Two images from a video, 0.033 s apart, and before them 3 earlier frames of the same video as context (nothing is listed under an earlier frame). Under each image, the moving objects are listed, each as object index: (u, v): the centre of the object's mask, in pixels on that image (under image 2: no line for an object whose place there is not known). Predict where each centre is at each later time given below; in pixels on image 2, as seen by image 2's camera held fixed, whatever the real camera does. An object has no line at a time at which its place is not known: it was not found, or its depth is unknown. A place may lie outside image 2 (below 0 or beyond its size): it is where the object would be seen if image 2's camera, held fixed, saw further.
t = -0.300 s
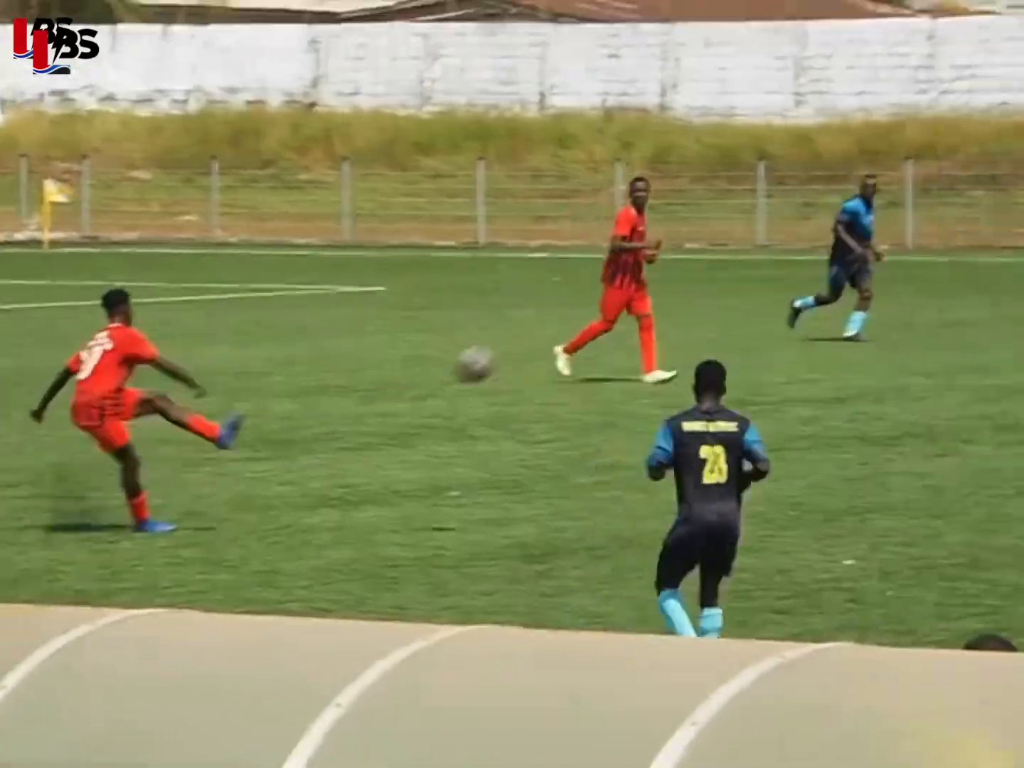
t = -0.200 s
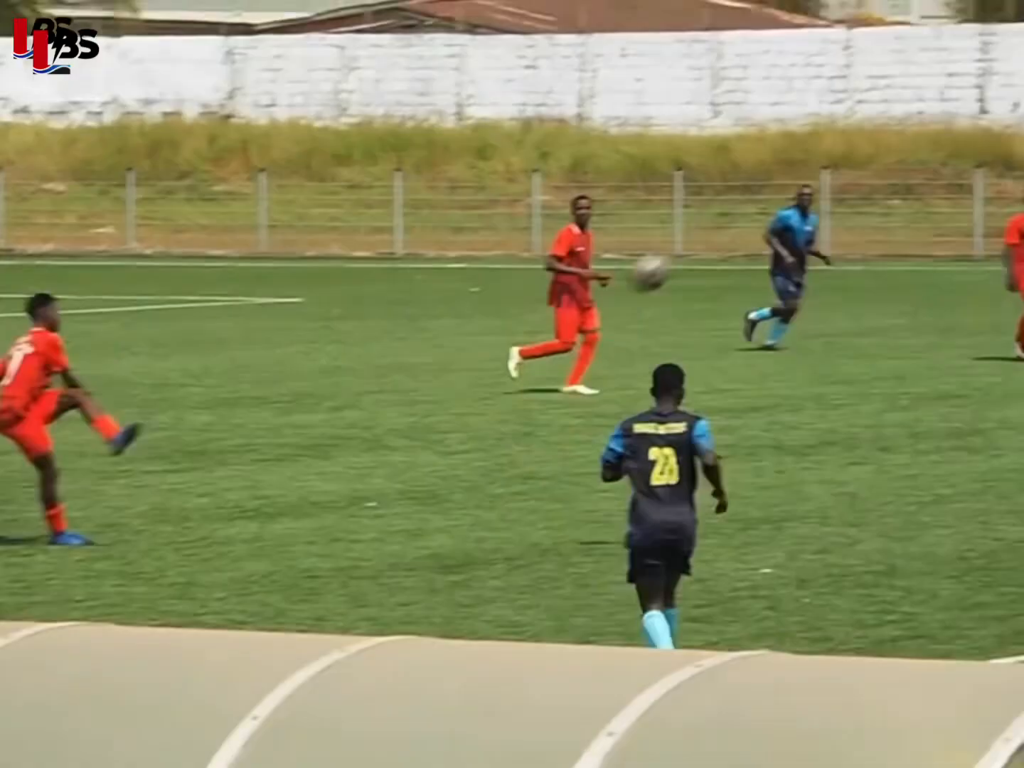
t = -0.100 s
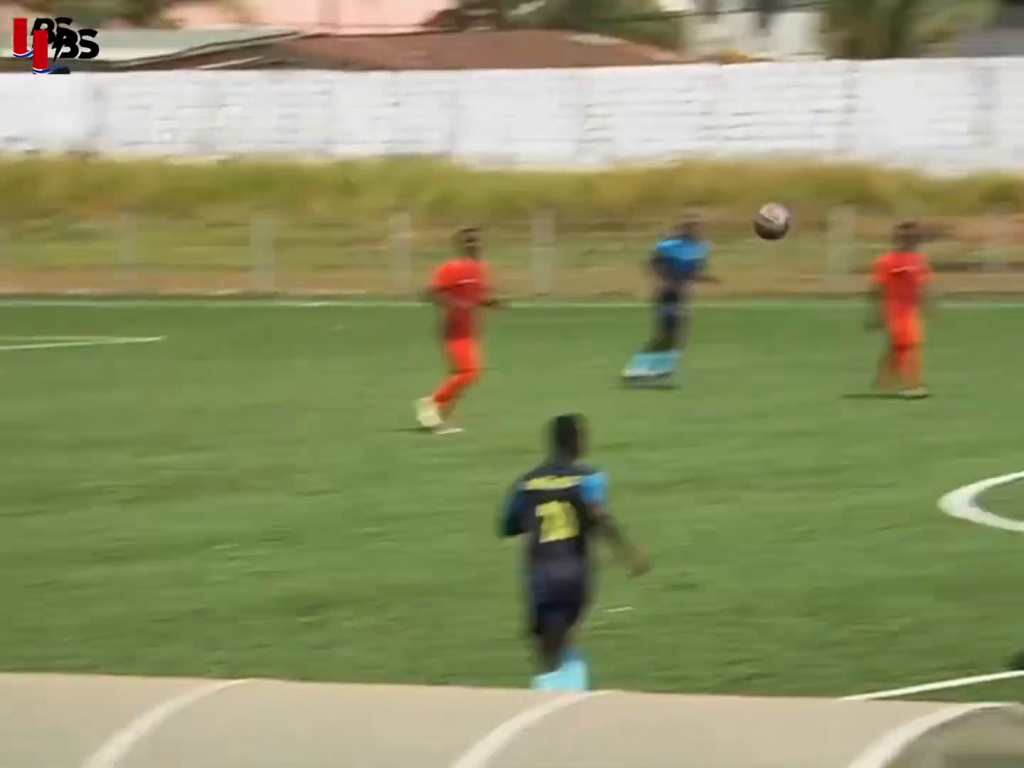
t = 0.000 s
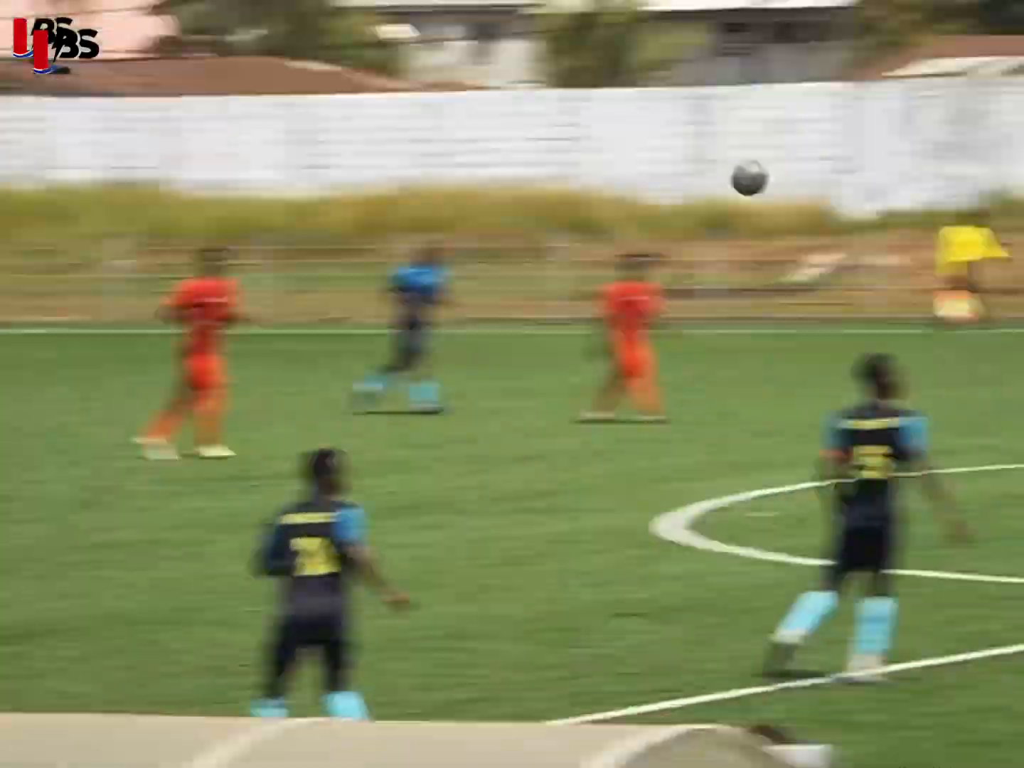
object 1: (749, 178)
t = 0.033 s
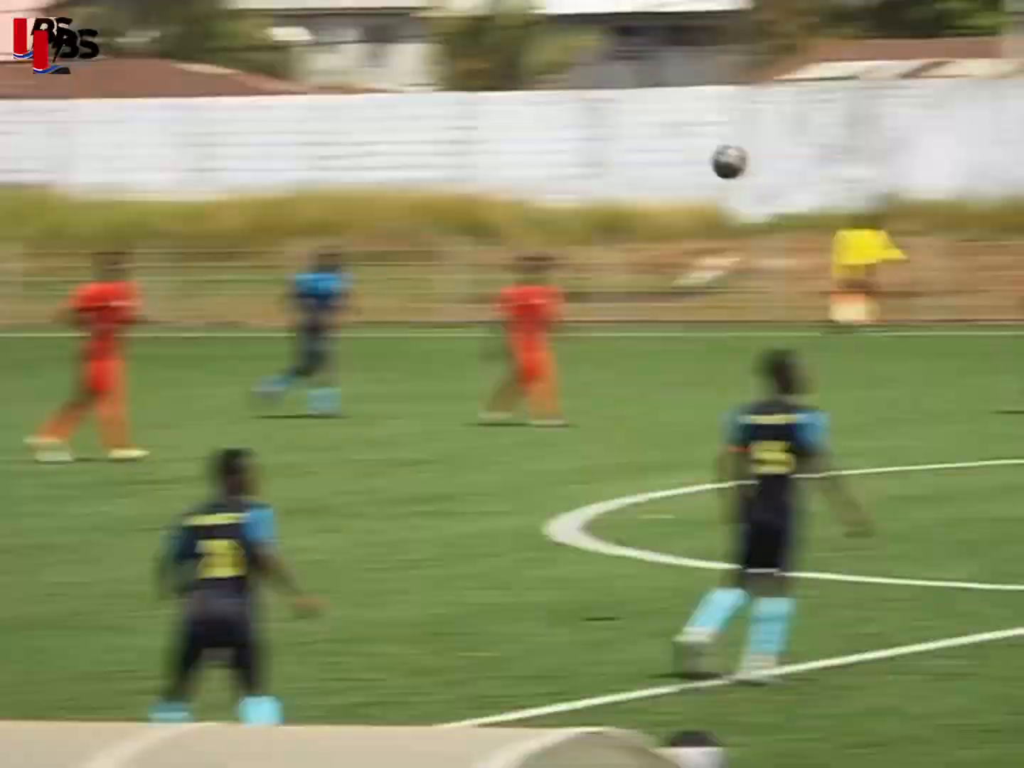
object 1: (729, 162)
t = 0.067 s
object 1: (815, 142)
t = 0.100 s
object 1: (900, 124)
